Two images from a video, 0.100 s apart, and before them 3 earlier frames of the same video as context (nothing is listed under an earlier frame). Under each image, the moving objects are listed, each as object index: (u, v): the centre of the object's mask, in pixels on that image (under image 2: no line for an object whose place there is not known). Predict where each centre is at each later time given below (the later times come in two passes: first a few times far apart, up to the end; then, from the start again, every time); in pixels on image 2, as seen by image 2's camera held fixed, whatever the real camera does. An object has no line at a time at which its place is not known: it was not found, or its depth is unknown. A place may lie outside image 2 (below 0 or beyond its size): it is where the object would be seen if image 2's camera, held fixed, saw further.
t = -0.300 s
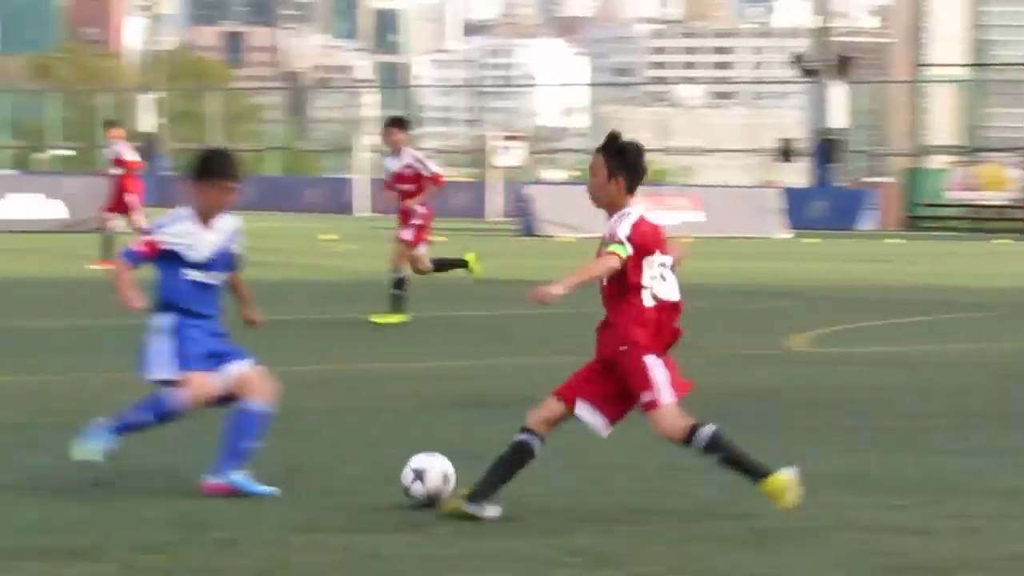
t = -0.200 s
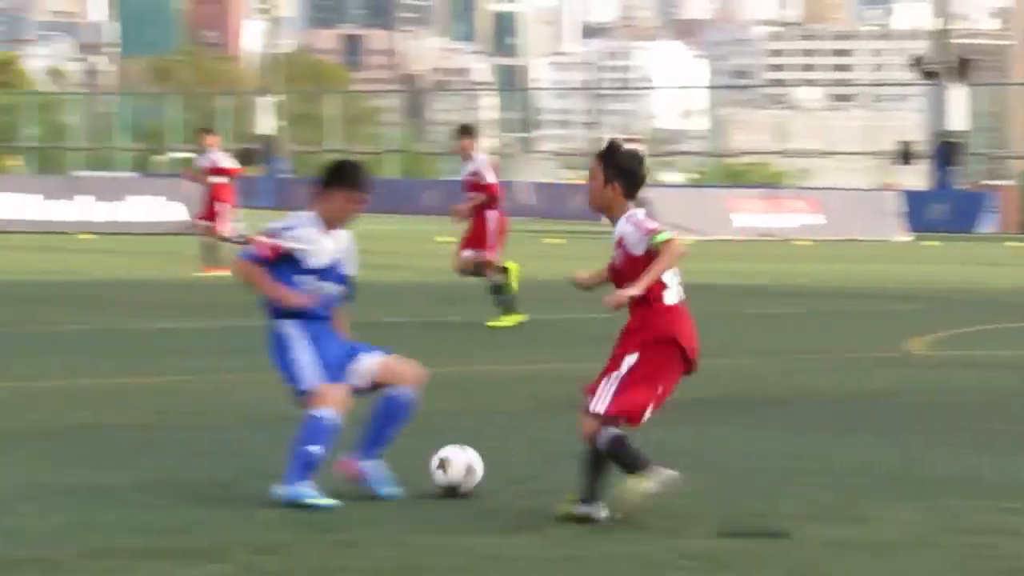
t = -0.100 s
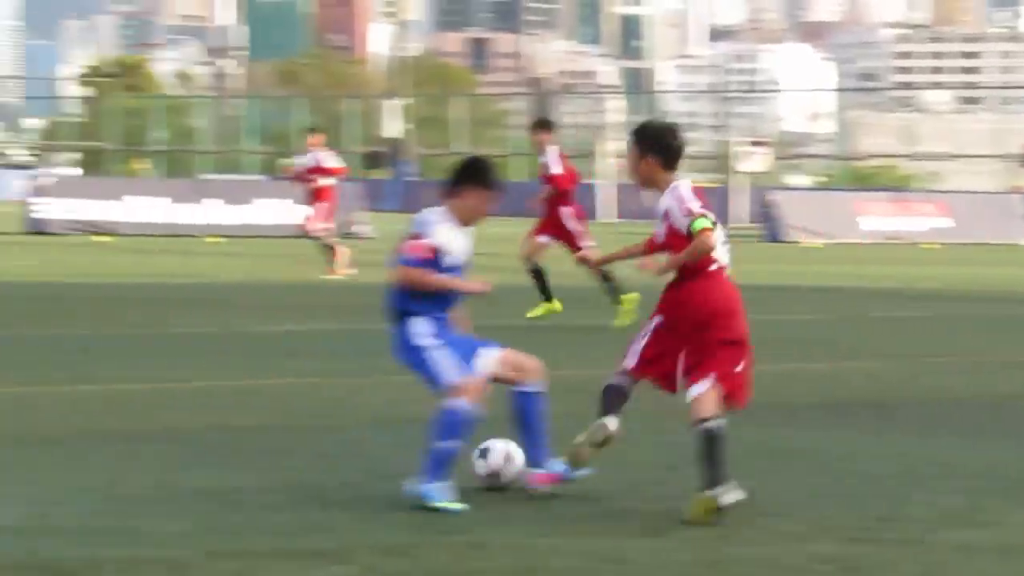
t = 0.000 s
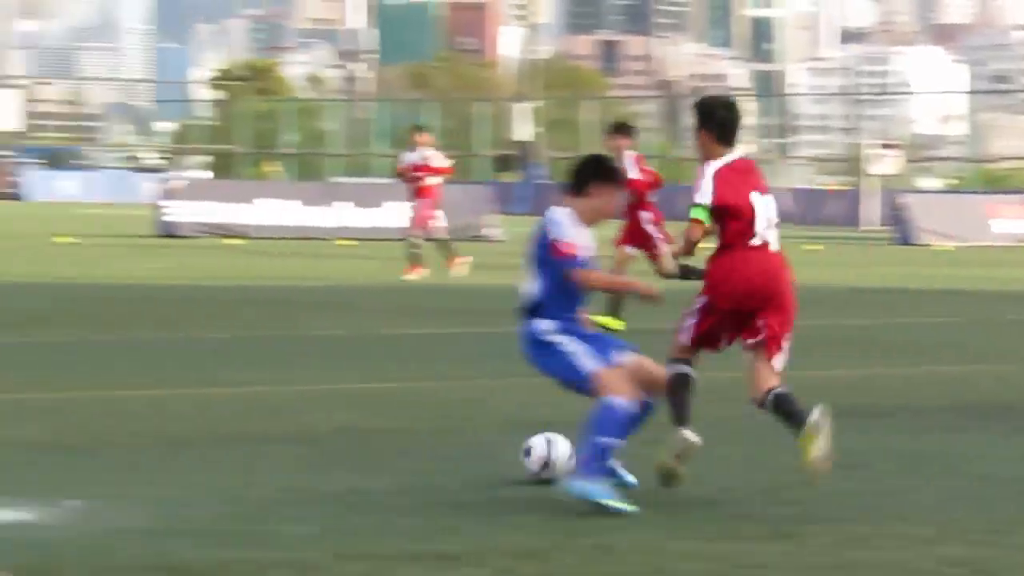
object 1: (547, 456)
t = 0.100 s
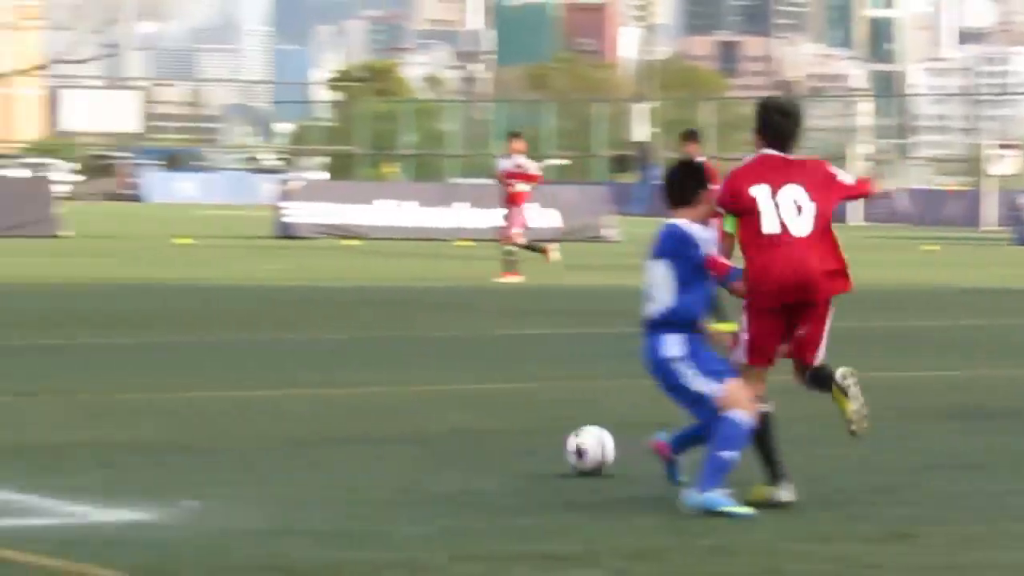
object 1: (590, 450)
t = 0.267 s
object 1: (482, 437)
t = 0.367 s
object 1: (421, 431)
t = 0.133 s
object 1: (567, 447)
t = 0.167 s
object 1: (546, 446)
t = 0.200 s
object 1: (524, 443)
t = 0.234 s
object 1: (503, 440)
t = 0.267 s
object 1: (482, 437)
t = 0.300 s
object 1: (461, 434)
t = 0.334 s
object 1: (441, 432)
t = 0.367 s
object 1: (421, 431)
